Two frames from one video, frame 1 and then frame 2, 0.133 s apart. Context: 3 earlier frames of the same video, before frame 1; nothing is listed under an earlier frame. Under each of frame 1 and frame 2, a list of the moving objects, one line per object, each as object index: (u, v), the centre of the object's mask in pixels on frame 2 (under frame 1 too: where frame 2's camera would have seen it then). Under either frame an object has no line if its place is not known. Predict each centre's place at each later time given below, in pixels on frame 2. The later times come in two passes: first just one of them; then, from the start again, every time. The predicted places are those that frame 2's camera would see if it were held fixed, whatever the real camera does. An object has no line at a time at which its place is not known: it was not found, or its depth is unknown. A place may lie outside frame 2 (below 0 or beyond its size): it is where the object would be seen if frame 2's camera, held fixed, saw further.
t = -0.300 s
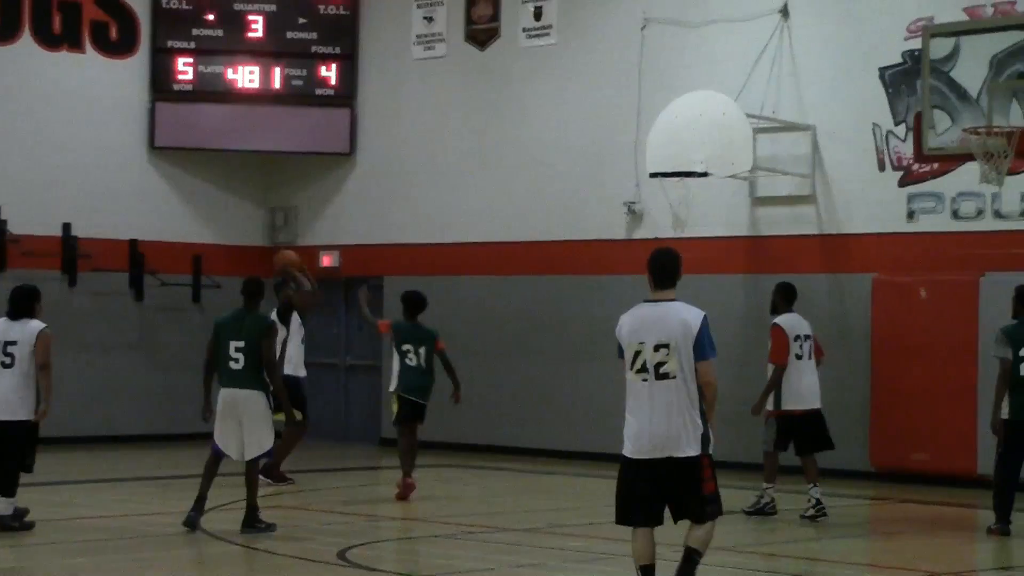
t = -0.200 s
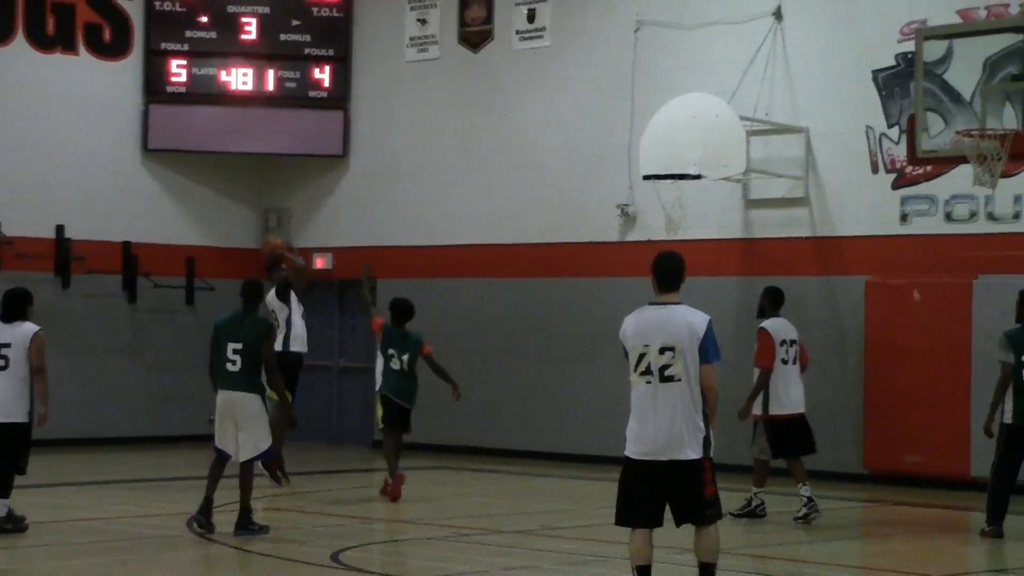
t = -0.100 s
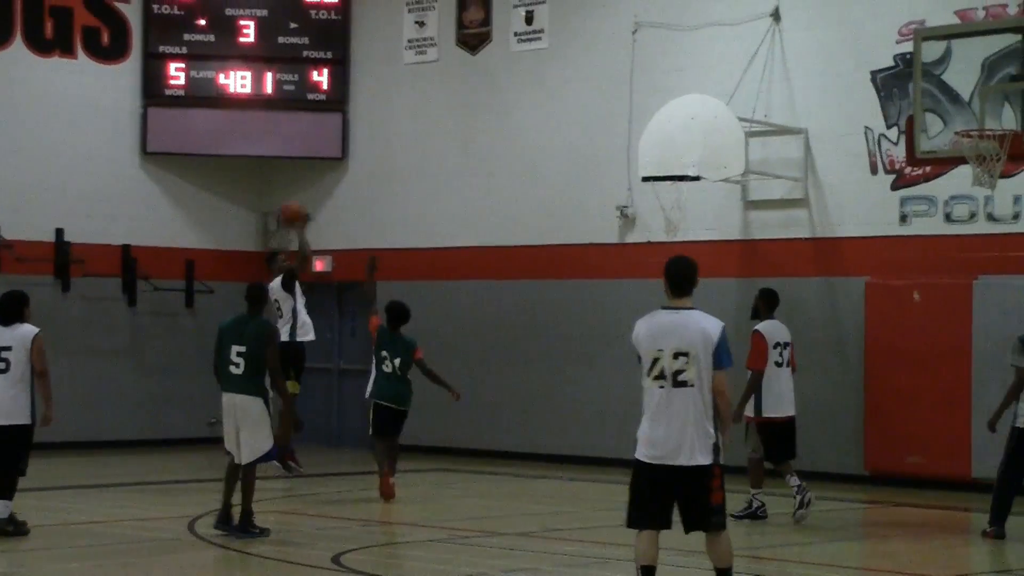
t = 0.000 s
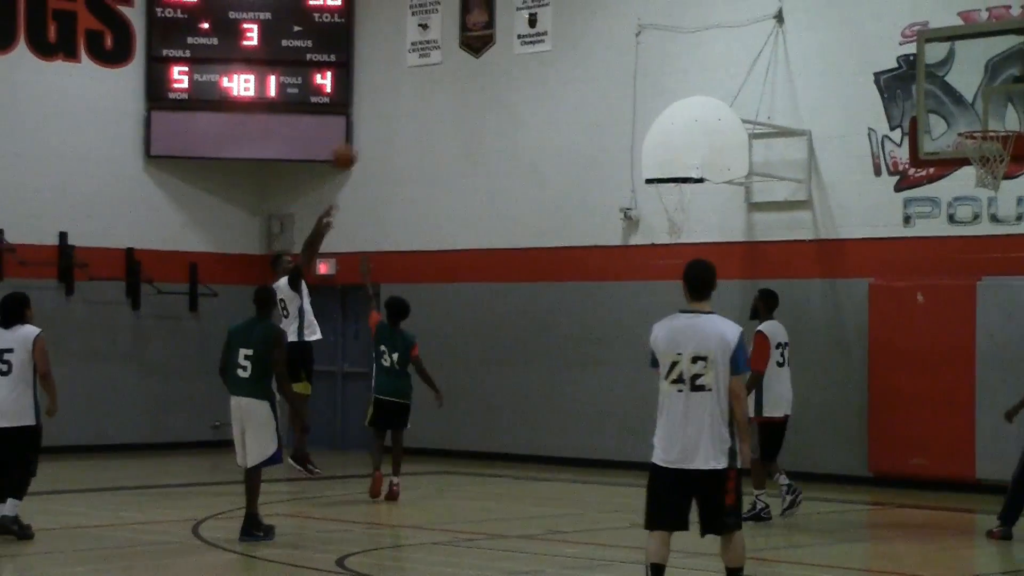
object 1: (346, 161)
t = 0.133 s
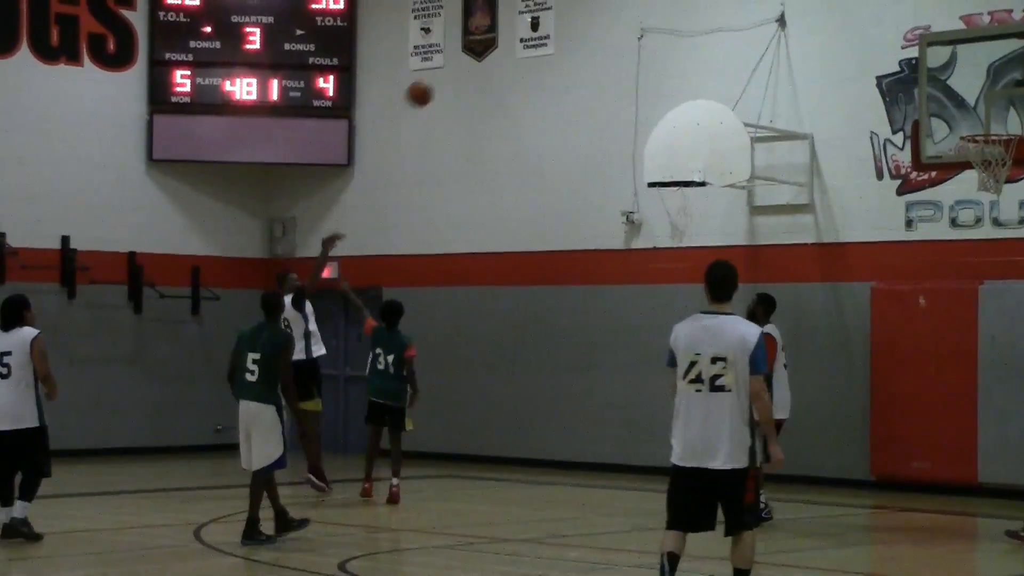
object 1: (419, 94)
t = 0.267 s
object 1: (493, 45)
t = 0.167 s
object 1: (438, 80)
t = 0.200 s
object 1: (457, 67)
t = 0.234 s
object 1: (476, 56)
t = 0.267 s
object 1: (493, 45)
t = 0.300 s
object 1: (513, 34)
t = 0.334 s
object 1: (533, 26)
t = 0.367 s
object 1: (553, 19)
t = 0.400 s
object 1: (572, 12)
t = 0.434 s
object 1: (591, 6)
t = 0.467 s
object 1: (611, 2)
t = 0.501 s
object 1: (630, 0)
